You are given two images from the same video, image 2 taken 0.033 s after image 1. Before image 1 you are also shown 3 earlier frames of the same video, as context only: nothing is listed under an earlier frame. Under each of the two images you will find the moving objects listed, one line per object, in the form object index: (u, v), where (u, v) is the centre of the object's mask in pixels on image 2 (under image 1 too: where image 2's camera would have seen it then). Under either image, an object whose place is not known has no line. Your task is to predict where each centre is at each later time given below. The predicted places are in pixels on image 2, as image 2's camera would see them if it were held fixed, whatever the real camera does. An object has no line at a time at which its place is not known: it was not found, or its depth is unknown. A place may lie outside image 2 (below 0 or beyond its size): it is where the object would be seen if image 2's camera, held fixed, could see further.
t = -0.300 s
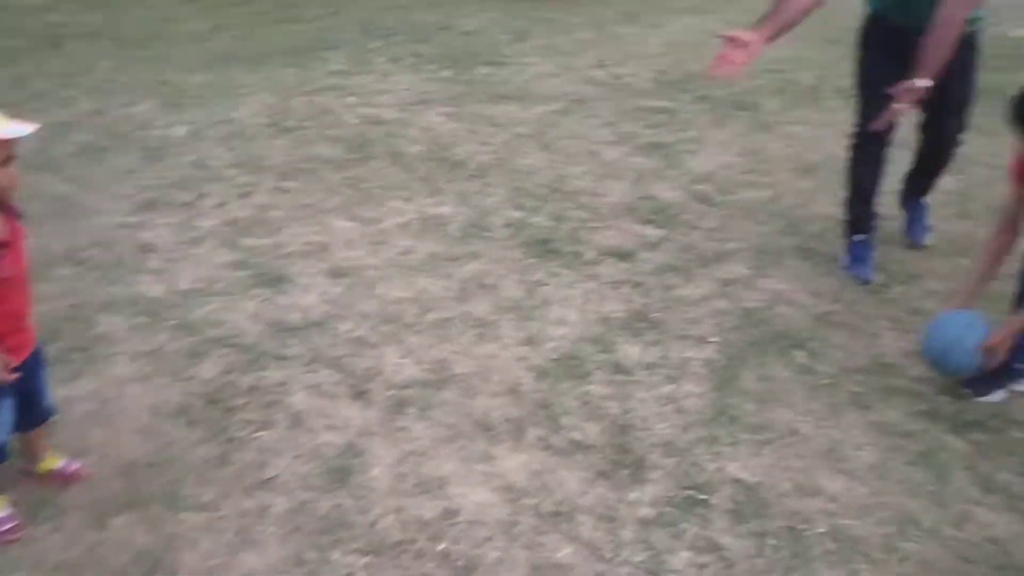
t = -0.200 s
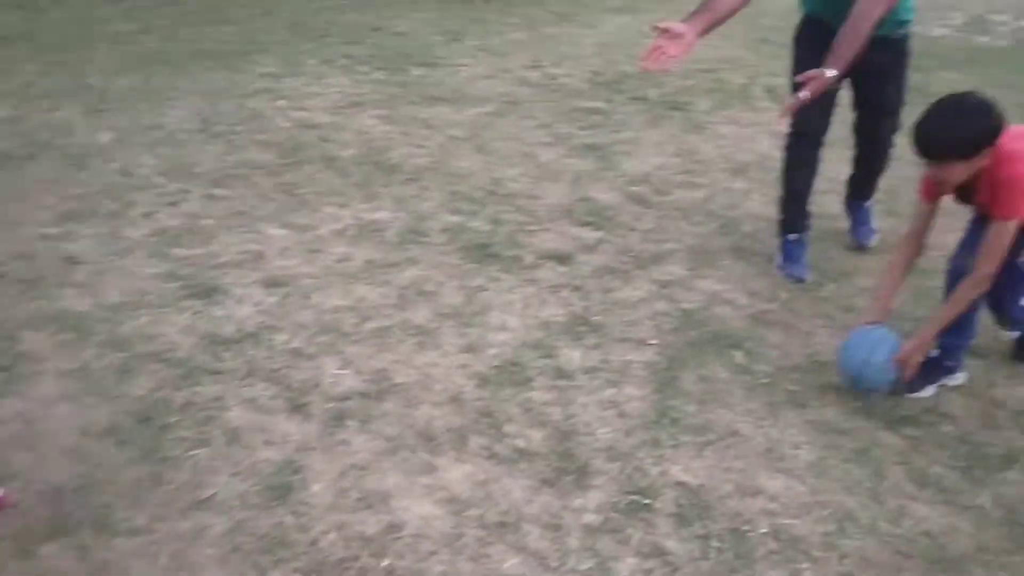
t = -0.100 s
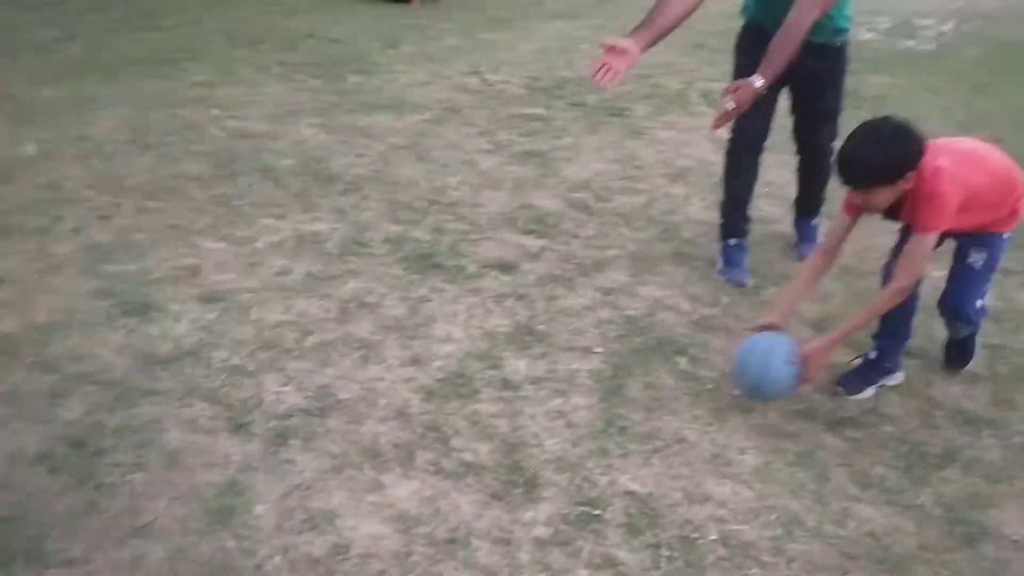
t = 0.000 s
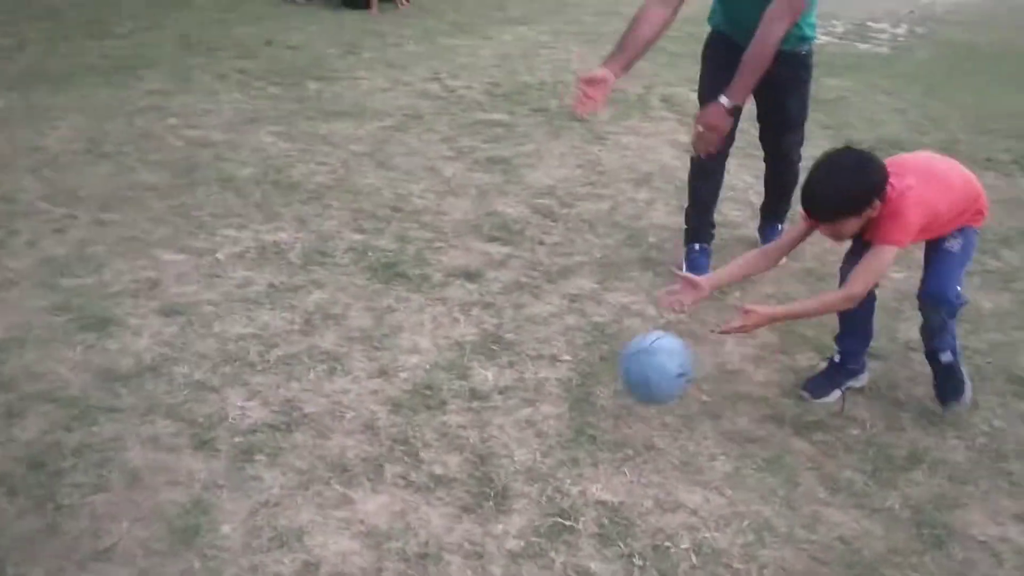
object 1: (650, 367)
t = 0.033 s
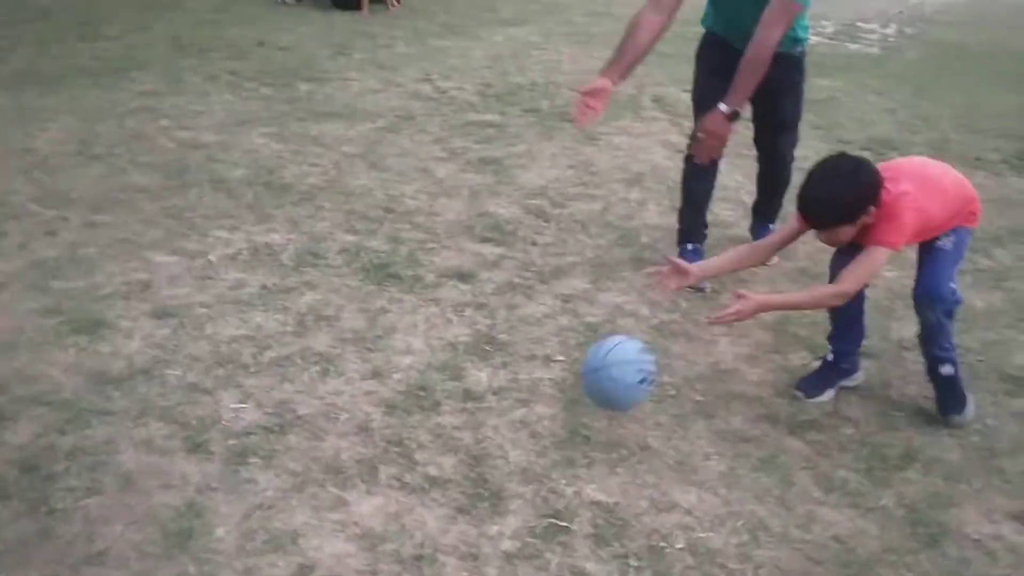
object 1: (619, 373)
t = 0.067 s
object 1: (587, 384)
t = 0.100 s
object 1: (552, 398)
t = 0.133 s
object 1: (517, 416)
